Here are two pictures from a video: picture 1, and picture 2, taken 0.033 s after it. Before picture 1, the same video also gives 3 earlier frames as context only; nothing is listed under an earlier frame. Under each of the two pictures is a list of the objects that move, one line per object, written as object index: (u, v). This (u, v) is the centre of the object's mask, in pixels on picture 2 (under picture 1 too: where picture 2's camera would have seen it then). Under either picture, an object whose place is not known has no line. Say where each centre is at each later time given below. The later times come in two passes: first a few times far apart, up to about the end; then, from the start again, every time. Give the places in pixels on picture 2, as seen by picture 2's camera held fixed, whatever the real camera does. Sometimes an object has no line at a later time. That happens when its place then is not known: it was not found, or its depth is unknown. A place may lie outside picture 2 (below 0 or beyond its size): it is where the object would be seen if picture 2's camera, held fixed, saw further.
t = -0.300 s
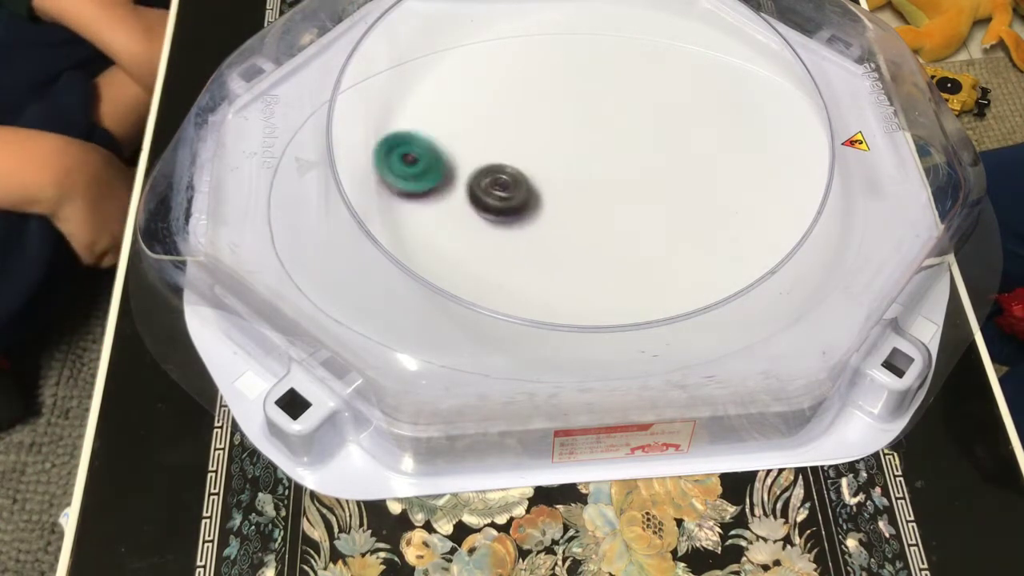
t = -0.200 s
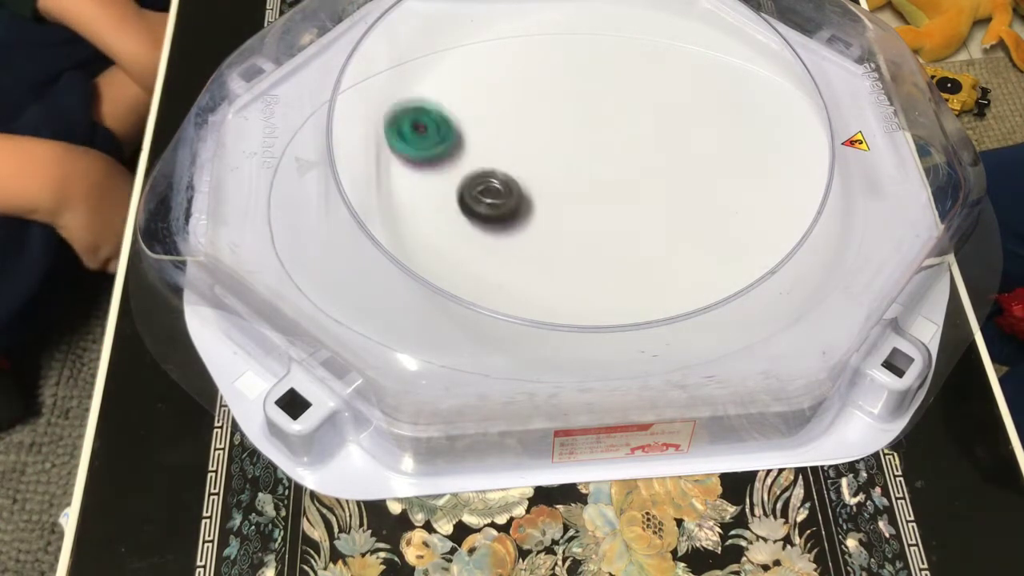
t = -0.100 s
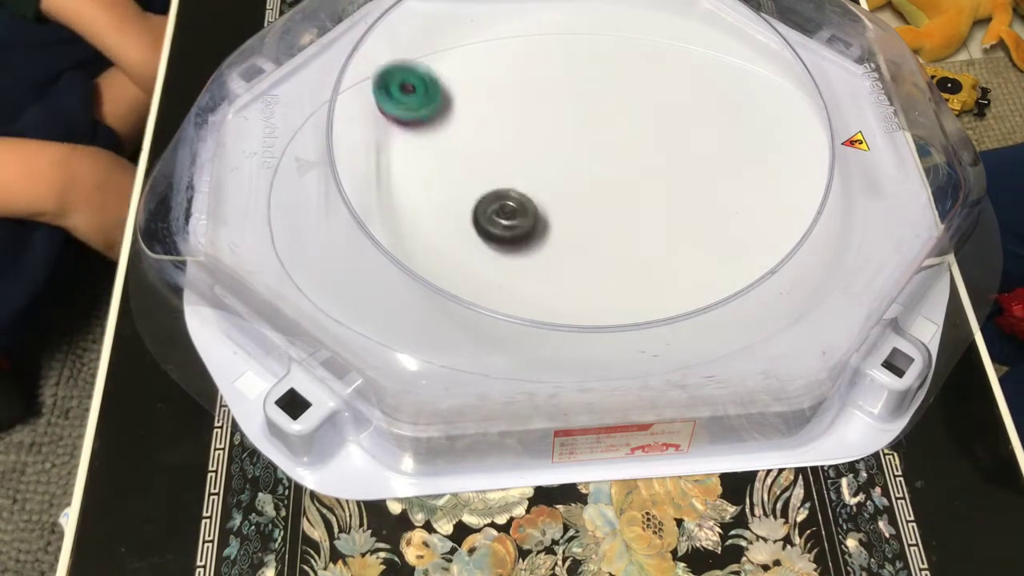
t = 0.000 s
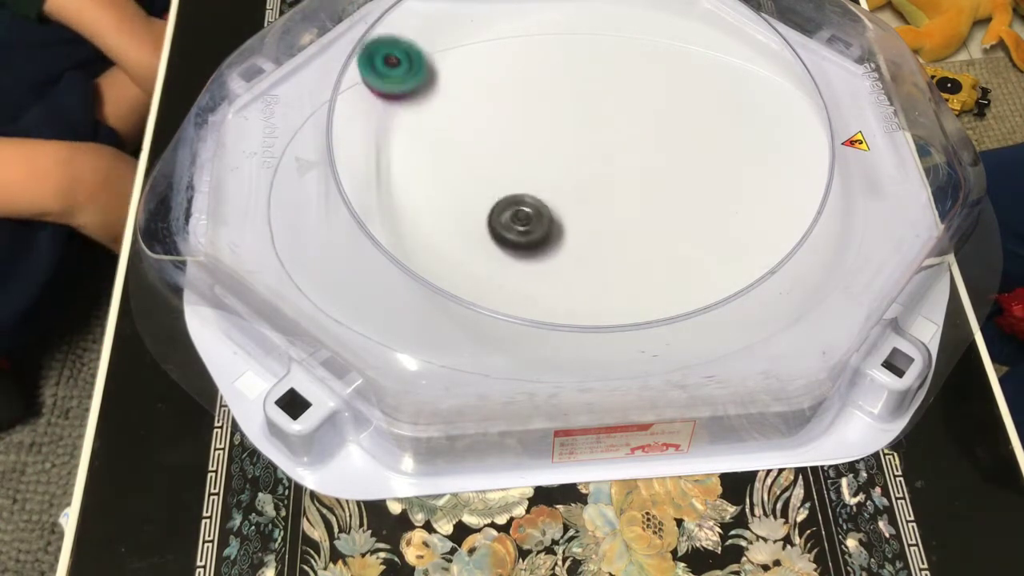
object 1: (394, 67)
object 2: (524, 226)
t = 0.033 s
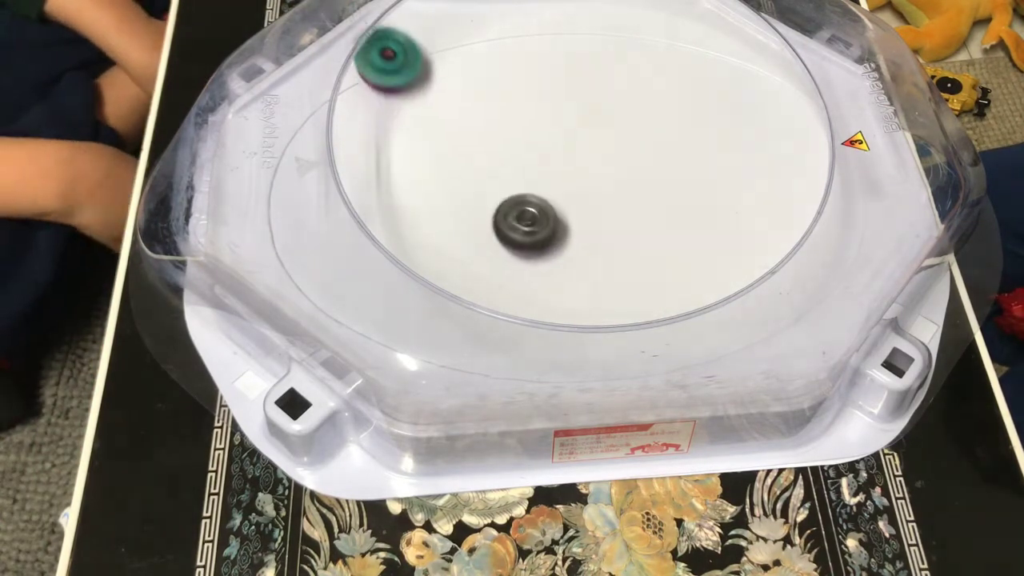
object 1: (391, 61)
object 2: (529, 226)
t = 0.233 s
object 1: (395, 78)
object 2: (560, 220)
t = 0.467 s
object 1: (452, 117)
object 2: (587, 208)
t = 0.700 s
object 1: (561, 158)
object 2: (608, 204)
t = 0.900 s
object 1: (630, 148)
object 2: (658, 225)
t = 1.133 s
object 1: (677, 145)
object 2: (683, 224)
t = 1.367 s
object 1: (717, 160)
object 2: (687, 221)
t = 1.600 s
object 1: (747, 180)
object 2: (672, 216)
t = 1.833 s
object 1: (762, 198)
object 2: (637, 206)
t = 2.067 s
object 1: (747, 212)
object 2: (602, 194)
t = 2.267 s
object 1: (710, 217)
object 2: (578, 183)
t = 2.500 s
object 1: (634, 216)
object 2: (563, 168)
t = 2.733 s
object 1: (565, 227)
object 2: (544, 143)
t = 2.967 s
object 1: (519, 242)
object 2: (504, 115)
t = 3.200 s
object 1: (491, 246)
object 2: (489, 136)
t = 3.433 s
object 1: (502, 228)
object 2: (519, 168)
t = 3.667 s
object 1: (480, 241)
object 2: (638, 156)
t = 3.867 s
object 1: (497, 239)
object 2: (661, 164)
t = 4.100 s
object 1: (535, 205)
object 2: (669, 181)
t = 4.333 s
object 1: (555, 160)
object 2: (664, 200)
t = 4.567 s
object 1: (554, 133)
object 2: (636, 214)
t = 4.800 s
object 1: (555, 139)
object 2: (598, 212)
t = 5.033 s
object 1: (574, 137)
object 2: (561, 224)
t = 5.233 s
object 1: (588, 139)
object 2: (545, 213)
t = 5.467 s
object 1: (619, 168)
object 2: (536, 192)
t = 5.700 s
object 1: (667, 190)
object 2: (545, 172)
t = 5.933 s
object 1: (710, 200)
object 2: (566, 165)
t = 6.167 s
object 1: (704, 189)
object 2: (591, 173)
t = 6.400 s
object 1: (681, 192)
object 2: (587, 180)
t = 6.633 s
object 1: (674, 198)
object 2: (595, 174)
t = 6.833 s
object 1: (685, 218)
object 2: (565, 156)
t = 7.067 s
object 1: (698, 232)
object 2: (514, 140)
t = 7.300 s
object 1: (667, 225)
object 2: (486, 143)
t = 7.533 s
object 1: (604, 208)
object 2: (504, 170)
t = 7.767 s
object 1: (598, 216)
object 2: (494, 159)
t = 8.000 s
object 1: (626, 210)
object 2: (512, 163)
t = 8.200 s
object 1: (616, 192)
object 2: (531, 177)
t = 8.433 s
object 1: (664, 200)
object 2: (469, 165)
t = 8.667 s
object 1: (711, 207)
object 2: (463, 154)
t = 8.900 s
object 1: (733, 212)
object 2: (479, 157)
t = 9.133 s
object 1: (705, 203)
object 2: (515, 187)
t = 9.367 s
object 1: (643, 188)
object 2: (553, 233)
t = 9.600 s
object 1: (578, 169)
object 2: (567, 252)
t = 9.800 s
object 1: (534, 155)
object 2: (565, 254)
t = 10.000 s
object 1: (504, 144)
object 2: (569, 242)
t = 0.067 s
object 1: (390, 62)
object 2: (534, 226)
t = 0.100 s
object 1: (389, 68)
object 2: (539, 225)
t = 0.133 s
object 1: (388, 71)
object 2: (544, 224)
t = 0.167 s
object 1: (391, 74)
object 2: (549, 222)
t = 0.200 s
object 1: (393, 76)
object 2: (555, 221)
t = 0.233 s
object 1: (395, 78)
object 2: (560, 220)
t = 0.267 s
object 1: (399, 80)
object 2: (565, 218)
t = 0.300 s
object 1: (404, 83)
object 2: (569, 216)
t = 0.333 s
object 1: (411, 88)
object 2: (573, 215)
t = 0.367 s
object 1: (418, 94)
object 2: (577, 213)
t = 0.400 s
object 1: (427, 101)
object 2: (581, 211)
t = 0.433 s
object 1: (440, 109)
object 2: (584, 209)
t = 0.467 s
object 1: (452, 117)
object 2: (587, 208)
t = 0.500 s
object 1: (466, 125)
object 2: (590, 206)
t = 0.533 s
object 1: (479, 132)
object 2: (593, 205)
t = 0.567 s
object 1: (493, 138)
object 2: (595, 204)
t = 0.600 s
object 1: (506, 143)
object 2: (598, 202)
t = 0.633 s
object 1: (521, 147)
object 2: (600, 202)
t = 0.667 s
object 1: (542, 155)
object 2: (602, 201)
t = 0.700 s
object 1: (561, 158)
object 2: (608, 204)
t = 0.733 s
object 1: (576, 155)
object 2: (621, 214)
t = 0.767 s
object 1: (590, 153)
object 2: (630, 219)
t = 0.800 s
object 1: (602, 151)
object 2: (639, 223)
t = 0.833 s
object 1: (613, 149)
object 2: (646, 225)
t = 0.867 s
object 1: (622, 149)
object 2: (652, 225)
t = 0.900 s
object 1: (630, 148)
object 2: (658, 225)
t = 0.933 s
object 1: (638, 147)
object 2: (662, 225)
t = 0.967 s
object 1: (646, 146)
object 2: (667, 225)
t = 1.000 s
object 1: (653, 145)
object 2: (670, 225)
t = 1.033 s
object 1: (660, 144)
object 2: (674, 224)
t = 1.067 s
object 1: (666, 144)
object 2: (677, 224)
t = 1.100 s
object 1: (672, 144)
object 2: (680, 224)
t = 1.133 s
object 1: (677, 145)
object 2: (683, 224)
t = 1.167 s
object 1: (684, 146)
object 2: (685, 224)
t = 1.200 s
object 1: (690, 147)
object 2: (686, 224)
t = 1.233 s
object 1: (695, 150)
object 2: (687, 223)
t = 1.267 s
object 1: (701, 152)
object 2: (688, 223)
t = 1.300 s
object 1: (707, 154)
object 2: (688, 222)
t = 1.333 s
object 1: (712, 157)
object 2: (687, 222)
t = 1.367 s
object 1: (717, 160)
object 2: (687, 221)
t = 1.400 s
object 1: (722, 162)
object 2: (686, 220)
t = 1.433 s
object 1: (727, 165)
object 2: (685, 219)
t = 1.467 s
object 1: (731, 168)
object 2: (683, 219)
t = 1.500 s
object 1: (736, 171)
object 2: (681, 218)
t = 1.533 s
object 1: (740, 174)
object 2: (678, 218)
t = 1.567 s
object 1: (744, 177)
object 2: (675, 217)
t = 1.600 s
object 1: (747, 180)
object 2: (672, 216)
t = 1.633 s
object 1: (751, 183)
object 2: (668, 215)
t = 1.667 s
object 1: (754, 186)
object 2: (663, 214)
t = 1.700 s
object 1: (756, 189)
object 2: (658, 212)
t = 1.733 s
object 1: (758, 191)
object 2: (653, 211)
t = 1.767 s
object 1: (760, 194)
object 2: (648, 209)
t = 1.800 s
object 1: (761, 196)
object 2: (643, 208)
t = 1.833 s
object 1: (762, 198)
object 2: (637, 206)
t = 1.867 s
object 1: (762, 201)
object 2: (632, 204)
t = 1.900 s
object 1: (761, 203)
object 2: (626, 203)
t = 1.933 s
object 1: (759, 205)
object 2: (621, 201)
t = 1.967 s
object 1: (757, 207)
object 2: (616, 199)
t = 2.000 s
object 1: (755, 209)
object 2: (611, 198)
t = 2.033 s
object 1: (751, 210)
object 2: (606, 196)
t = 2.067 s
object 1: (747, 212)
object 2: (602, 194)
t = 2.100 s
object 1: (742, 214)
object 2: (597, 193)
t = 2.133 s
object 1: (737, 215)
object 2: (593, 191)
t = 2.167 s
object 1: (732, 216)
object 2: (589, 189)
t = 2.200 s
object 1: (725, 216)
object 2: (585, 187)
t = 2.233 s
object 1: (718, 217)
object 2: (581, 185)
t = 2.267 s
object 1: (710, 217)
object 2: (578, 183)
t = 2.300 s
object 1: (701, 218)
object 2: (575, 181)
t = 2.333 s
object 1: (691, 218)
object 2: (573, 179)
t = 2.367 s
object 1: (681, 218)
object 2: (570, 176)
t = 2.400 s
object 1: (670, 218)
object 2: (568, 174)
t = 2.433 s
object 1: (658, 217)
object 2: (566, 172)
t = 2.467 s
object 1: (645, 217)
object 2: (564, 170)
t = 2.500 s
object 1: (634, 216)
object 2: (563, 168)
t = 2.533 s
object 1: (622, 216)
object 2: (561, 166)
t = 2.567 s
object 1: (610, 215)
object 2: (559, 165)
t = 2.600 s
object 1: (600, 214)
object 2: (557, 163)
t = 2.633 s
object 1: (589, 214)
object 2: (556, 160)
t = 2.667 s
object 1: (581, 219)
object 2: (553, 154)
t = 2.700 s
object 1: (573, 223)
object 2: (549, 148)
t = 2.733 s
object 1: (565, 227)
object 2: (544, 143)
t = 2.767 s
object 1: (558, 230)
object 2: (539, 140)
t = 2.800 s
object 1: (550, 232)
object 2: (533, 135)
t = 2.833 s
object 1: (545, 235)
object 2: (527, 130)
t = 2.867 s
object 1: (539, 237)
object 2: (523, 125)
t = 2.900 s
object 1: (531, 239)
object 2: (517, 121)
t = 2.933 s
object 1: (525, 241)
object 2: (511, 118)
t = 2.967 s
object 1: (519, 242)
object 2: (504, 115)
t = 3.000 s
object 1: (513, 243)
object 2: (498, 113)
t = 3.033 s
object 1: (507, 244)
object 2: (492, 114)
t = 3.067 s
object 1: (502, 245)
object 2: (489, 116)
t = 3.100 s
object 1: (498, 246)
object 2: (487, 120)
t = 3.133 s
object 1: (494, 246)
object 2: (487, 125)
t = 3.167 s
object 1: (492, 246)
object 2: (487, 130)
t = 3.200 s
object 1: (491, 246)
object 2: (489, 136)
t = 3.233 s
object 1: (491, 246)
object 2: (491, 142)
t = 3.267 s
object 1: (492, 245)
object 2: (494, 148)
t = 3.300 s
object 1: (493, 243)
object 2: (497, 153)
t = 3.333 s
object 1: (495, 240)
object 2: (501, 158)
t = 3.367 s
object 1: (497, 237)
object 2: (505, 162)
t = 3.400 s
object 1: (499, 233)
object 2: (511, 165)
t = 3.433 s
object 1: (502, 228)
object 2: (519, 168)
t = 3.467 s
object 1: (504, 224)
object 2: (528, 172)
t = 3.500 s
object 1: (495, 228)
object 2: (550, 168)
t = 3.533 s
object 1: (487, 231)
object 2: (574, 164)
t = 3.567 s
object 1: (483, 235)
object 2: (596, 160)
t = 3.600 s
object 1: (481, 238)
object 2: (614, 157)
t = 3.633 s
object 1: (480, 240)
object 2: (628, 156)
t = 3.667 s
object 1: (480, 241)
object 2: (638, 156)
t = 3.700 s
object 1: (481, 242)
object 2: (645, 157)
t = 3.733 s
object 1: (483, 242)
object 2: (650, 158)
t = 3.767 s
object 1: (485, 242)
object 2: (654, 159)
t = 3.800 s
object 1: (489, 242)
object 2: (657, 161)
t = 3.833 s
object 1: (493, 241)
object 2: (659, 162)
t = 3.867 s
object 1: (497, 239)
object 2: (661, 164)
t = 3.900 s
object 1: (502, 236)
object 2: (663, 166)
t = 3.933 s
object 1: (508, 233)
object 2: (665, 168)
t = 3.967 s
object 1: (513, 229)
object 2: (666, 170)
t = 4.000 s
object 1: (519, 223)
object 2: (667, 173)
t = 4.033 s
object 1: (524, 217)
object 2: (668, 175)
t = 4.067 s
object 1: (530, 211)
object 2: (669, 178)
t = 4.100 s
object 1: (535, 205)
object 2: (669, 181)
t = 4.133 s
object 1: (539, 198)
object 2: (669, 183)
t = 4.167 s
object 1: (542, 191)
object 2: (670, 186)
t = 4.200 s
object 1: (545, 184)
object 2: (669, 189)
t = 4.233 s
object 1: (548, 178)
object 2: (668, 192)
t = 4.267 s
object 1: (551, 171)
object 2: (667, 194)
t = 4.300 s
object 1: (553, 166)
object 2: (666, 197)
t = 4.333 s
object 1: (555, 160)
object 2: (664, 200)
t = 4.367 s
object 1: (556, 155)
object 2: (662, 203)
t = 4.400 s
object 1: (556, 151)
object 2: (658, 205)
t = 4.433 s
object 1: (555, 147)
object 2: (655, 208)
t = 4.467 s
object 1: (555, 143)
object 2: (651, 210)
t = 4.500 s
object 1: (555, 139)
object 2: (646, 212)
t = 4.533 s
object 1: (554, 136)
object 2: (641, 213)
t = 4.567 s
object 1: (554, 133)
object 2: (636, 214)
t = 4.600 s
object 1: (553, 131)
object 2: (631, 215)
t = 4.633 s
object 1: (553, 130)
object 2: (626, 216)
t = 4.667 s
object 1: (552, 130)
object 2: (620, 216)
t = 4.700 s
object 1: (552, 131)
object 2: (615, 215)
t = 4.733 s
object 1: (552, 133)
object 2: (610, 215)
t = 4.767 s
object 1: (553, 135)
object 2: (604, 214)
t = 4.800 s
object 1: (555, 139)
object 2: (598, 212)
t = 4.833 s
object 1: (557, 144)
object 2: (593, 211)
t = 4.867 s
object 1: (559, 149)
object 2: (587, 209)
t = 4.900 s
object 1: (563, 152)
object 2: (582, 209)
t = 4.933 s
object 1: (567, 148)
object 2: (576, 216)
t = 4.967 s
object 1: (569, 144)
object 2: (571, 222)
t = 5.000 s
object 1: (572, 141)
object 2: (565, 224)
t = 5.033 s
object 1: (574, 137)
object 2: (561, 224)
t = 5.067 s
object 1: (577, 135)
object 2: (558, 223)
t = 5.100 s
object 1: (579, 134)
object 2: (555, 221)
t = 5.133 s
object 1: (582, 134)
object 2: (552, 219)
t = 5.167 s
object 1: (583, 135)
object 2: (549, 218)
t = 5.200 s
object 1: (585, 136)
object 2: (547, 215)
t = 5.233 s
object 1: (588, 139)
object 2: (545, 213)
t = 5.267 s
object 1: (591, 142)
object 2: (543, 210)
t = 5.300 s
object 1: (594, 146)
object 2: (541, 207)
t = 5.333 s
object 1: (598, 150)
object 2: (539, 204)
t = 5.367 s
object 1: (602, 155)
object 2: (538, 201)
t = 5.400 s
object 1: (607, 160)
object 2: (537, 198)
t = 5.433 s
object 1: (613, 165)
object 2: (536, 195)
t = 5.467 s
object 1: (619, 168)
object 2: (536, 192)
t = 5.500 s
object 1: (626, 172)
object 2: (536, 189)
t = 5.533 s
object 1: (632, 175)
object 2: (537, 186)
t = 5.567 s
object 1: (639, 179)
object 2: (538, 183)
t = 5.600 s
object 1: (646, 182)
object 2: (540, 180)
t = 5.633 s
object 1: (653, 185)
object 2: (541, 177)
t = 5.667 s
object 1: (660, 188)
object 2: (543, 175)
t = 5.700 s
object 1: (667, 190)
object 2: (545, 172)
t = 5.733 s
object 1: (673, 193)
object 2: (548, 171)
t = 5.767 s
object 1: (679, 195)
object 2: (550, 169)
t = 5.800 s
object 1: (686, 197)
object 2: (553, 167)
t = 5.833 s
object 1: (693, 198)
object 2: (556, 167)
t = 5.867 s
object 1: (699, 199)
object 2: (559, 166)
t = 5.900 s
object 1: (705, 200)
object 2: (562, 165)
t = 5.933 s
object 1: (710, 200)
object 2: (566, 165)
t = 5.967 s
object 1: (714, 200)
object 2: (569, 165)
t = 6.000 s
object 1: (717, 198)
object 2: (573, 166)
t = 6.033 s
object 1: (718, 197)
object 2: (577, 166)
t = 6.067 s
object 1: (717, 195)
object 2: (580, 168)
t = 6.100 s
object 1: (714, 193)
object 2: (584, 169)
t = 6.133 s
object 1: (710, 190)
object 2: (588, 171)
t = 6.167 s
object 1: (704, 189)
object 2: (591, 173)
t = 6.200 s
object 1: (697, 187)
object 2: (596, 175)
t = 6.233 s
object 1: (689, 187)
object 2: (599, 177)
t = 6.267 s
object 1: (681, 187)
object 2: (603, 180)
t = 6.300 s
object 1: (675, 187)
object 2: (604, 182)
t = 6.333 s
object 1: (678, 189)
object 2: (596, 182)
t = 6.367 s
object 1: (680, 191)
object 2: (591, 181)
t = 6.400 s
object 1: (681, 192)
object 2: (587, 180)
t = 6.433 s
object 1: (682, 194)
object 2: (585, 179)
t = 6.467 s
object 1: (682, 195)
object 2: (583, 177)
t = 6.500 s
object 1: (681, 196)
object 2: (584, 176)
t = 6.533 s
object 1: (681, 197)
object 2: (586, 174)
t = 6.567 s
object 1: (679, 198)
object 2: (588, 174)
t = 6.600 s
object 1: (677, 198)
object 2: (591, 174)
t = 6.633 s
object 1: (674, 198)
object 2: (595, 174)
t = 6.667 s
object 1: (671, 198)
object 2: (598, 175)
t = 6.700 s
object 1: (666, 199)
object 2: (600, 176)
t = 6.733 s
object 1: (670, 204)
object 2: (594, 173)
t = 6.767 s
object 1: (676, 210)
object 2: (584, 167)
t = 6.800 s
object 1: (681, 215)
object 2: (574, 161)
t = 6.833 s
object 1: (685, 218)
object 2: (565, 156)
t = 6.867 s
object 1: (689, 222)
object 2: (556, 152)
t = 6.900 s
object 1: (692, 225)
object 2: (548, 150)
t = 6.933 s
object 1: (694, 227)
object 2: (541, 147)
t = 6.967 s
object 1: (696, 229)
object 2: (534, 145)
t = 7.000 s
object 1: (698, 231)
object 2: (527, 143)
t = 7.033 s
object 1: (699, 232)
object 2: (520, 141)
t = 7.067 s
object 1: (698, 232)
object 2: (514, 140)
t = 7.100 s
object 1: (697, 232)
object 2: (508, 138)
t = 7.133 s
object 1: (694, 232)
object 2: (502, 136)
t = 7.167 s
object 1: (690, 231)
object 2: (496, 135)
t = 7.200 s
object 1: (686, 230)
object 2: (491, 135)
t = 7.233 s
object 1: (680, 229)
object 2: (488, 137)
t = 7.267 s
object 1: (674, 227)
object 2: (486, 140)
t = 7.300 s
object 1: (667, 225)
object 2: (486, 143)
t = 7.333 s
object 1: (659, 223)
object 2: (486, 147)
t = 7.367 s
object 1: (651, 220)
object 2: (488, 151)
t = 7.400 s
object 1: (642, 217)
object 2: (490, 155)
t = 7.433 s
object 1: (632, 215)
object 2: (492, 159)
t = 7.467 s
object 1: (623, 212)
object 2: (496, 162)
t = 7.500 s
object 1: (614, 210)
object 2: (500, 166)
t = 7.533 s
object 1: (604, 208)
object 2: (504, 170)
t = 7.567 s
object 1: (595, 206)
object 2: (508, 174)
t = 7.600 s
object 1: (586, 204)
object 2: (513, 177)
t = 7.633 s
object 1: (580, 203)
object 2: (513, 178)
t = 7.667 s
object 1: (586, 208)
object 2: (506, 173)
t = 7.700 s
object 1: (590, 211)
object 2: (499, 168)
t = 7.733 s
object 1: (593, 214)
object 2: (495, 163)
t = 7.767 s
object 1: (598, 216)
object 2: (494, 159)
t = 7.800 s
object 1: (602, 217)
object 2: (494, 157)
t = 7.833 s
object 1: (608, 218)
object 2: (496, 157)
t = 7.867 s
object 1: (612, 217)
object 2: (498, 157)
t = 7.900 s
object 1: (617, 216)
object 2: (501, 158)
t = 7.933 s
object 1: (621, 215)
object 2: (505, 159)
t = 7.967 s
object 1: (624, 212)
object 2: (509, 161)
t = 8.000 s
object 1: (626, 210)
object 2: (512, 163)
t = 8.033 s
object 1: (627, 206)
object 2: (516, 166)
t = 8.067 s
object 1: (627, 203)
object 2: (519, 168)
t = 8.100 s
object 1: (625, 200)
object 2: (522, 170)
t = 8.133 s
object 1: (622, 197)
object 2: (525, 172)
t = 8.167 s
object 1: (619, 194)
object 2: (528, 174)
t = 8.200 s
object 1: (616, 192)
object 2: (531, 177)
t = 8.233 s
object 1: (612, 189)
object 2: (535, 180)
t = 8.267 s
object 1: (607, 188)
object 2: (537, 182)
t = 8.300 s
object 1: (618, 192)
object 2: (523, 178)
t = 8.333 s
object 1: (634, 195)
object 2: (503, 173)
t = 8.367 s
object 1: (646, 197)
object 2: (487, 170)
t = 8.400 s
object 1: (655, 198)
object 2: (476, 168)
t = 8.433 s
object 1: (664, 200)
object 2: (469, 165)
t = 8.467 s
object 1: (672, 200)
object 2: (465, 163)
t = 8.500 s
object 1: (680, 201)
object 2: (464, 161)
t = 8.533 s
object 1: (686, 201)
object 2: (463, 160)
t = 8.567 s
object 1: (693, 203)
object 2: (462, 158)
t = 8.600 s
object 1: (700, 205)
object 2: (461, 157)
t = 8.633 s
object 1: (706, 206)
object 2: (462, 155)
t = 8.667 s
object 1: (711, 207)
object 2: (463, 154)
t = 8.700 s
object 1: (716, 209)
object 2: (464, 153)
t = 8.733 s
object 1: (721, 210)
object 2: (465, 152)
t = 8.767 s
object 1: (725, 211)
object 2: (468, 152)
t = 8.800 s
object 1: (727, 212)
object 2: (471, 152)
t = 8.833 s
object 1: (730, 213)
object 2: (473, 153)
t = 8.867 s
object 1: (732, 213)
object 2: (476, 155)
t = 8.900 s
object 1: (733, 212)
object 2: (479, 157)
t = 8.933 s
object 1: (732, 212)
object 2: (483, 159)
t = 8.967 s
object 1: (731, 212)
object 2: (487, 162)
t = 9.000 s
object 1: (729, 210)
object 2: (492, 166)
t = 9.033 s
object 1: (724, 208)
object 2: (498, 170)
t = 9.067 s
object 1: (718, 207)
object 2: (503, 174)
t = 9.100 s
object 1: (712, 205)
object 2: (509, 180)
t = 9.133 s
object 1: (705, 203)
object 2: (515, 187)
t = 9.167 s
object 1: (697, 202)
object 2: (521, 193)
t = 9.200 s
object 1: (689, 201)
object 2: (527, 200)
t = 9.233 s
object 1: (680, 198)
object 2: (532, 208)
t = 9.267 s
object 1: (671, 195)
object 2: (538, 214)
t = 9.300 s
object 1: (661, 193)
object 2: (543, 221)
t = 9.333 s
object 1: (652, 191)
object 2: (548, 228)
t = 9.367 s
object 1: (643, 188)
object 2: (553, 233)
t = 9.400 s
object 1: (633, 186)
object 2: (557, 238)
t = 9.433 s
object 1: (623, 185)
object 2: (560, 242)
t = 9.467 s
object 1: (613, 181)
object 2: (563, 246)
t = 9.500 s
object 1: (604, 179)
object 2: (565, 248)
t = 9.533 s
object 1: (595, 176)
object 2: (565, 250)
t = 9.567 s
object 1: (587, 174)
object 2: (566, 251)
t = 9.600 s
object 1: (578, 169)
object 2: (567, 252)
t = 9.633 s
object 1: (569, 167)
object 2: (567, 253)
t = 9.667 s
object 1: (562, 165)
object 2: (567, 255)
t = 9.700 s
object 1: (555, 161)
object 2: (567, 255)
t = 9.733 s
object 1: (548, 159)
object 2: (566, 255)
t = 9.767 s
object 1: (540, 158)
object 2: (564, 254)
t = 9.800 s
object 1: (534, 155)
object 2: (565, 254)
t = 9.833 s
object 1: (528, 152)
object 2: (564, 251)
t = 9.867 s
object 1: (522, 151)
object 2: (565, 250)
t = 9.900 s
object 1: (517, 148)
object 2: (566, 249)
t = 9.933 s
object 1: (512, 146)
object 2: (567, 247)
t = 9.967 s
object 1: (507, 145)
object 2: (567, 245)
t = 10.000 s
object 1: (504, 144)
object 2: (569, 242)
